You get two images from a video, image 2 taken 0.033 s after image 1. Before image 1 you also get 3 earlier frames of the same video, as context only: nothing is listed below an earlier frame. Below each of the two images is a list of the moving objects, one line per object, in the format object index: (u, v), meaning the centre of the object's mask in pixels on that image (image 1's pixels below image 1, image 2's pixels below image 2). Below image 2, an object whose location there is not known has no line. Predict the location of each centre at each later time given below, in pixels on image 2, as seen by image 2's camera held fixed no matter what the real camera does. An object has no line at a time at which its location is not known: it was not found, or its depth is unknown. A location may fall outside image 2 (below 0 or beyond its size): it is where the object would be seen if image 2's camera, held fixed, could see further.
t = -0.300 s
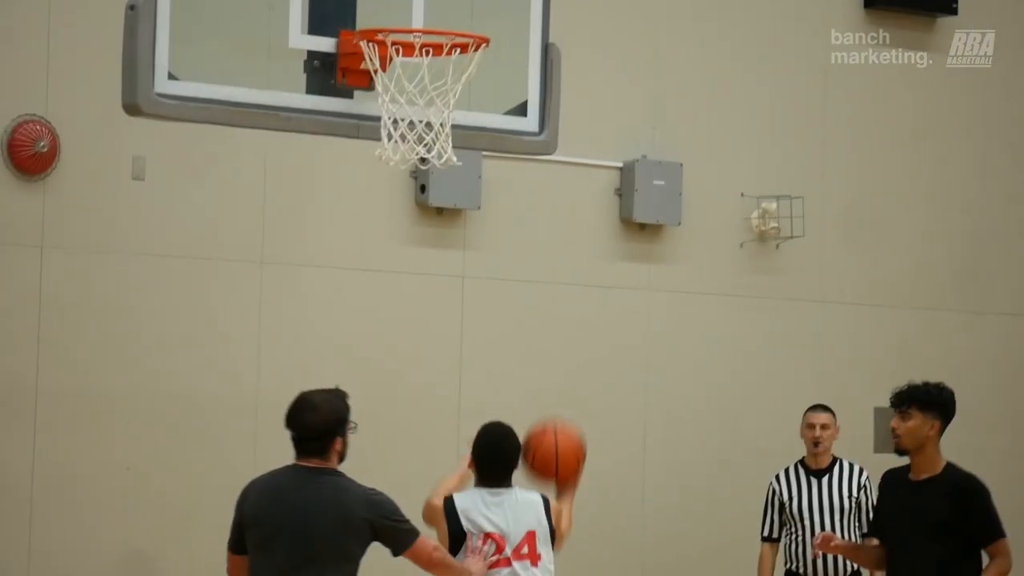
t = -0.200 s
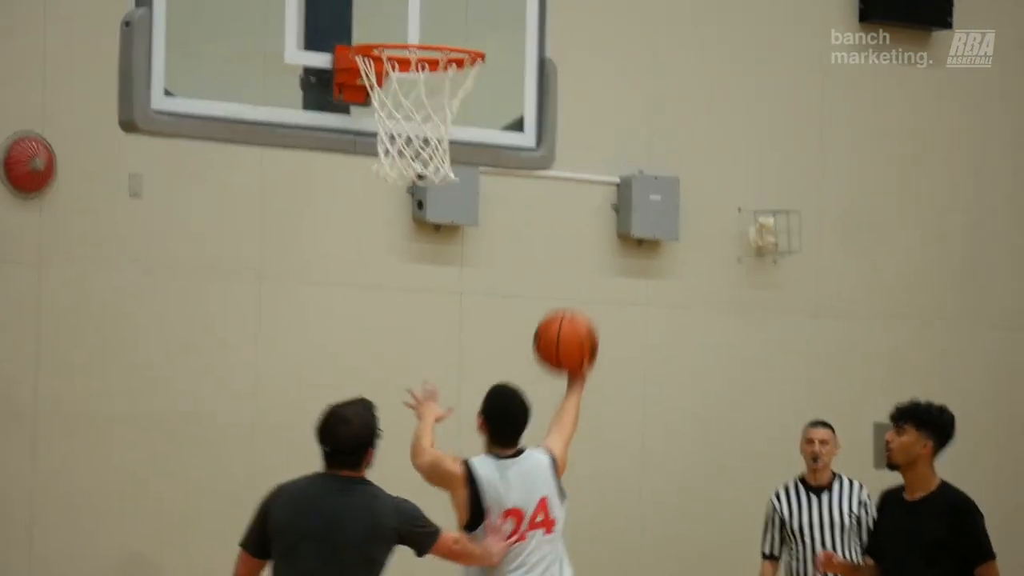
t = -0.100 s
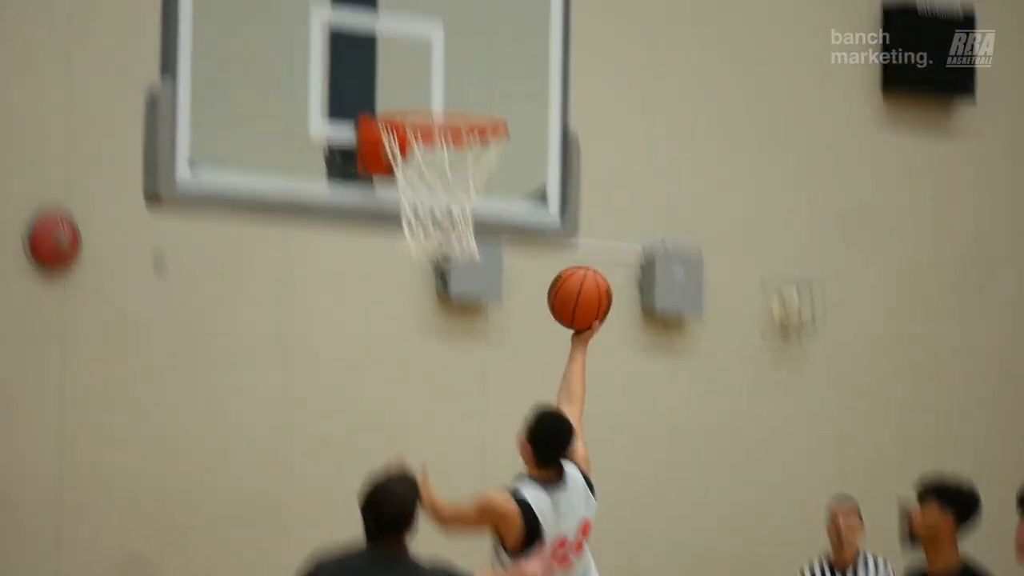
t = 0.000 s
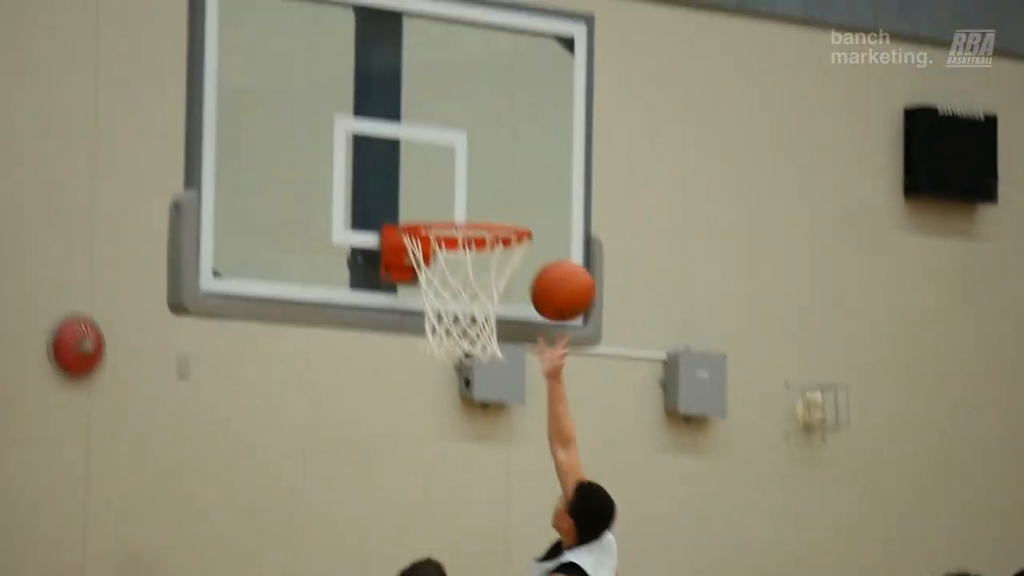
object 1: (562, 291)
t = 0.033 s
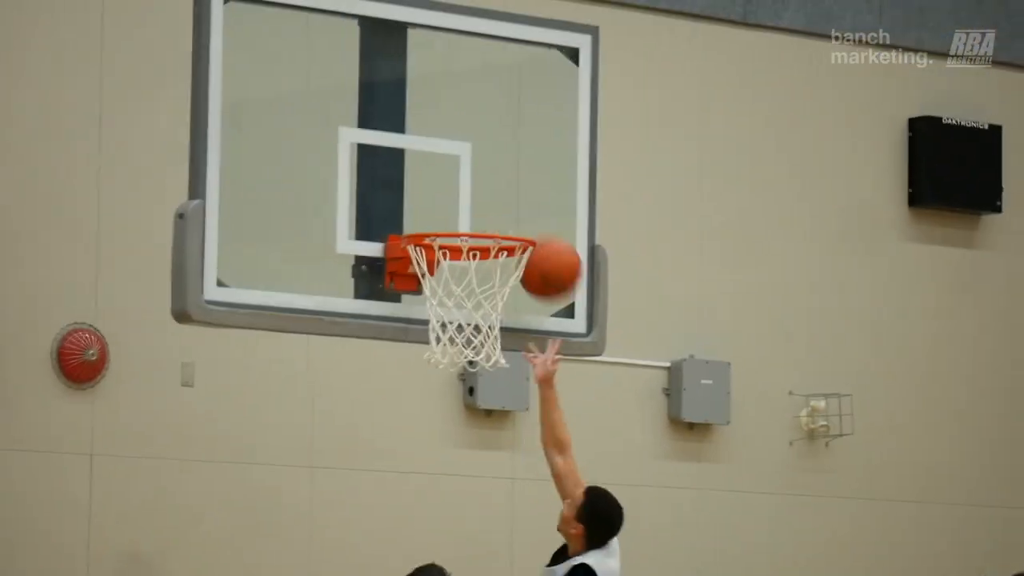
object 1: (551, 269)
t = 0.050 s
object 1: (547, 253)
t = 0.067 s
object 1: (538, 236)
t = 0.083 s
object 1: (526, 222)
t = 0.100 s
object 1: (516, 212)
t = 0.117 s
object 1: (511, 205)
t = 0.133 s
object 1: (510, 199)
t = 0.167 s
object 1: (510, 187)
